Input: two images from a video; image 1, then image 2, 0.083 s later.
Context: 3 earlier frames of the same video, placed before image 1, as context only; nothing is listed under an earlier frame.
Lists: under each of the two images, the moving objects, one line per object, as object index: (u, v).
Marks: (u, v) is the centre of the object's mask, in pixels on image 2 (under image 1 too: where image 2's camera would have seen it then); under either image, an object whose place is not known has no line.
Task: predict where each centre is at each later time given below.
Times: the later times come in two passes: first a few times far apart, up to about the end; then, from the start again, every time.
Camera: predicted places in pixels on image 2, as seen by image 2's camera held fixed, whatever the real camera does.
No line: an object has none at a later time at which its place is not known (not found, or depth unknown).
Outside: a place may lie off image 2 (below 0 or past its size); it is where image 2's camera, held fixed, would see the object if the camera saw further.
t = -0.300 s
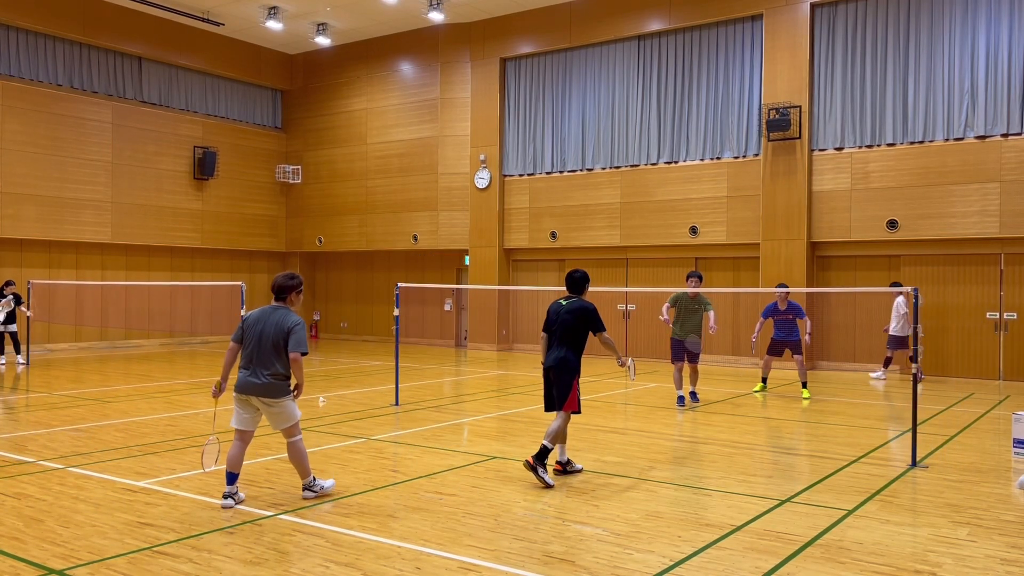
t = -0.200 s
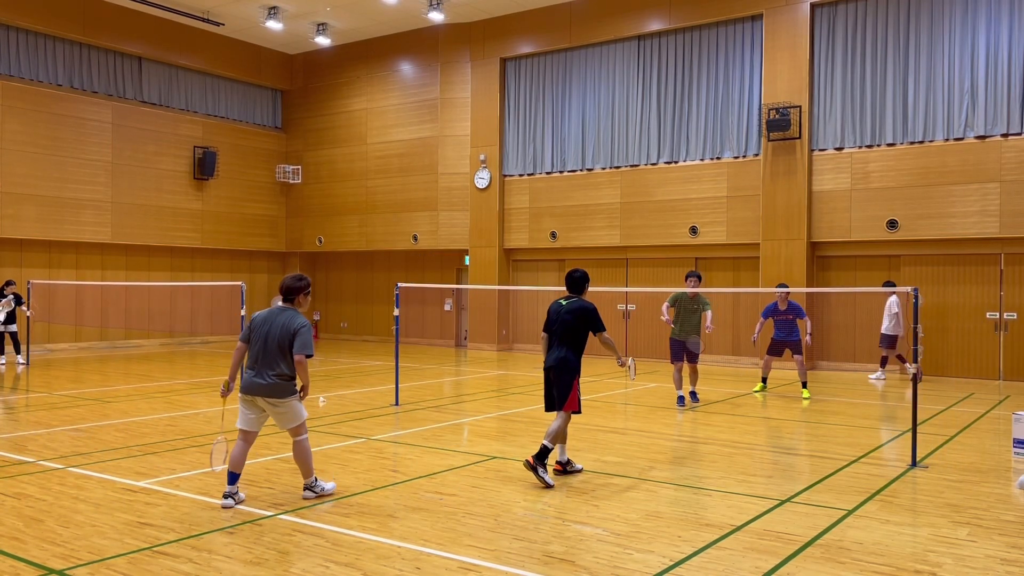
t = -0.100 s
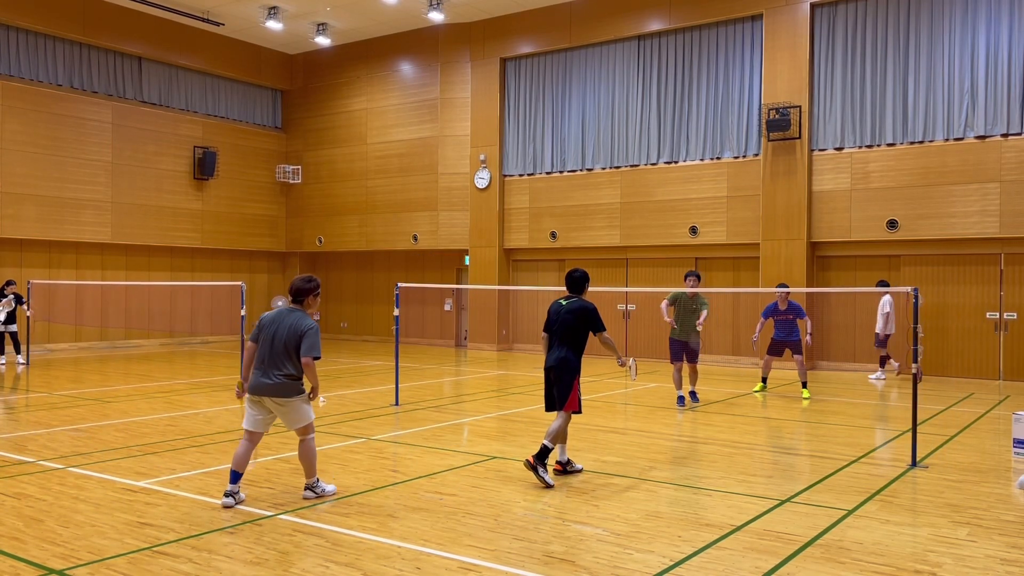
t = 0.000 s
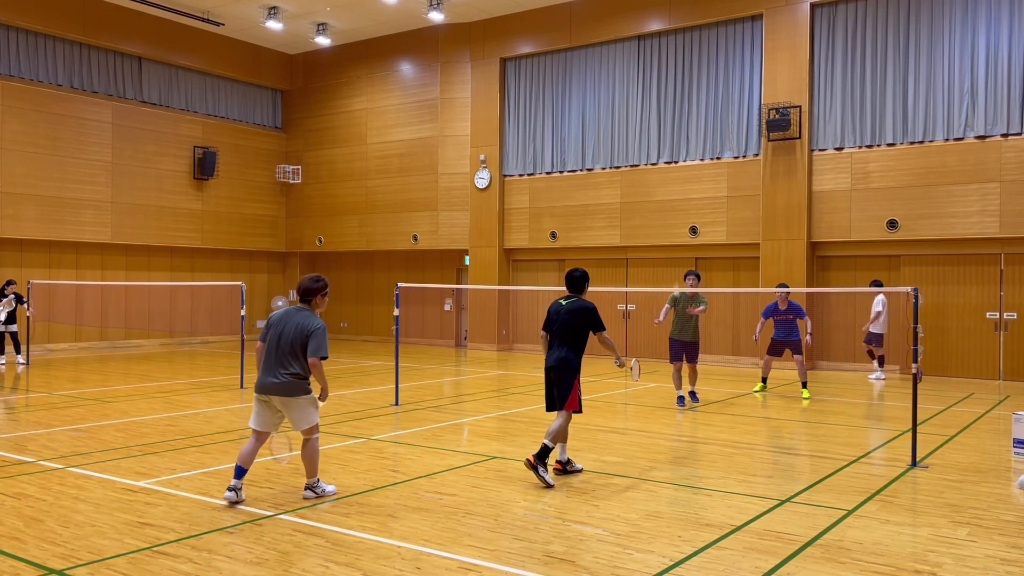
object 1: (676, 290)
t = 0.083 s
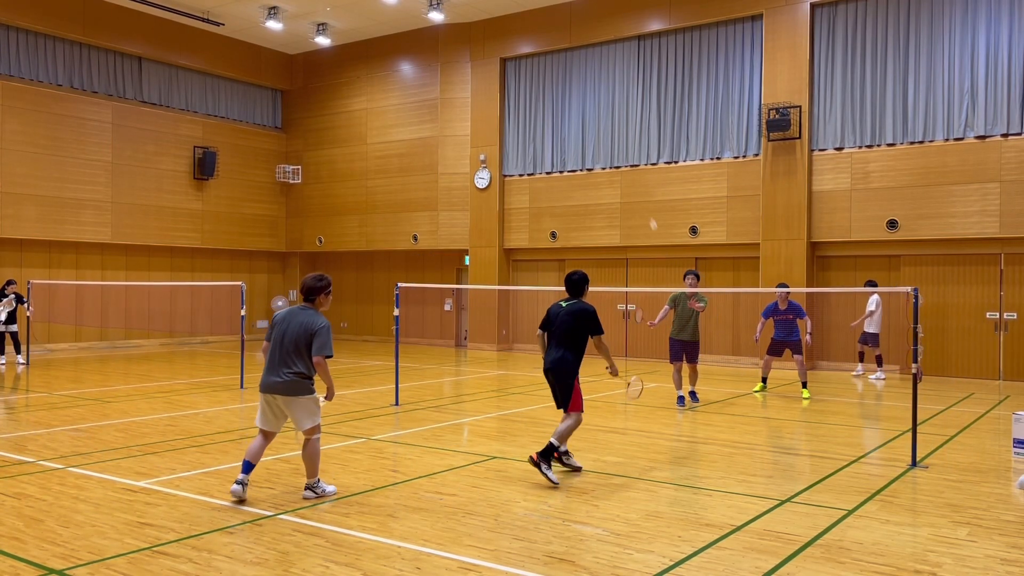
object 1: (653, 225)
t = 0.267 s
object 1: (605, 118)
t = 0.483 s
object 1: (549, 41)
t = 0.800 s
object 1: (457, 33)
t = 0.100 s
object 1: (648, 213)
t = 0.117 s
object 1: (644, 202)
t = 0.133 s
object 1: (640, 191)
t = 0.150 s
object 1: (636, 180)
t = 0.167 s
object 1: (632, 171)
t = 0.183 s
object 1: (627, 161)
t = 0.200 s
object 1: (621, 152)
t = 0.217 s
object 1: (618, 143)
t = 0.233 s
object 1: (614, 134)
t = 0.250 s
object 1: (609, 126)
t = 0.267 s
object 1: (605, 118)
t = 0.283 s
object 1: (601, 110)
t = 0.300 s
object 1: (597, 103)
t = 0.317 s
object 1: (592, 95)
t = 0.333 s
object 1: (588, 89)
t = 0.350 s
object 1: (584, 82)
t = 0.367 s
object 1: (579, 76)
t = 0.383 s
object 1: (575, 70)
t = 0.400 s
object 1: (570, 65)
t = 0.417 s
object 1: (566, 59)
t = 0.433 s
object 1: (562, 54)
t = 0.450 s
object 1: (557, 50)
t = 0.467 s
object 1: (553, 45)
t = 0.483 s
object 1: (549, 41)
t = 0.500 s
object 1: (544, 37)
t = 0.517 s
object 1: (539, 34)
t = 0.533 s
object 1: (535, 31)
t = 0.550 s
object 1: (530, 28)
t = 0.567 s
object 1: (526, 26)
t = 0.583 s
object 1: (521, 24)
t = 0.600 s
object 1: (516, 23)
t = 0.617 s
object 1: (512, 21)
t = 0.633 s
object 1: (507, 20)
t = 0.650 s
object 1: (502, 20)
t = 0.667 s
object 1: (497, 20)
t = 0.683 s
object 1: (492, 20)
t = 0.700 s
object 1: (487, 21)
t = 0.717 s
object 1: (482, 22)
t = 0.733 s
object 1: (478, 23)
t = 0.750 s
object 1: (473, 25)
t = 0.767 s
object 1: (468, 28)
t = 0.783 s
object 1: (463, 30)
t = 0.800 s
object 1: (457, 33)
